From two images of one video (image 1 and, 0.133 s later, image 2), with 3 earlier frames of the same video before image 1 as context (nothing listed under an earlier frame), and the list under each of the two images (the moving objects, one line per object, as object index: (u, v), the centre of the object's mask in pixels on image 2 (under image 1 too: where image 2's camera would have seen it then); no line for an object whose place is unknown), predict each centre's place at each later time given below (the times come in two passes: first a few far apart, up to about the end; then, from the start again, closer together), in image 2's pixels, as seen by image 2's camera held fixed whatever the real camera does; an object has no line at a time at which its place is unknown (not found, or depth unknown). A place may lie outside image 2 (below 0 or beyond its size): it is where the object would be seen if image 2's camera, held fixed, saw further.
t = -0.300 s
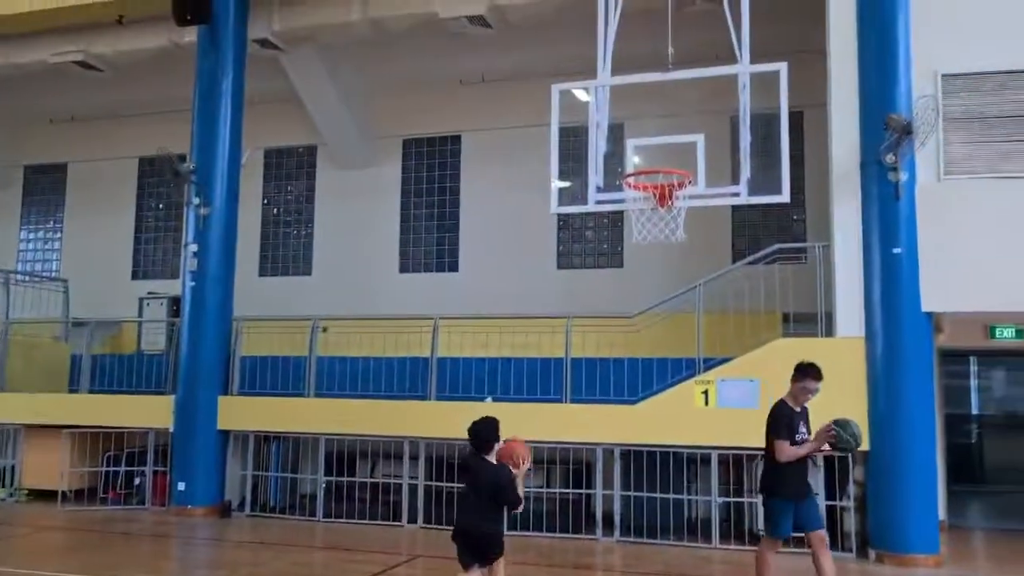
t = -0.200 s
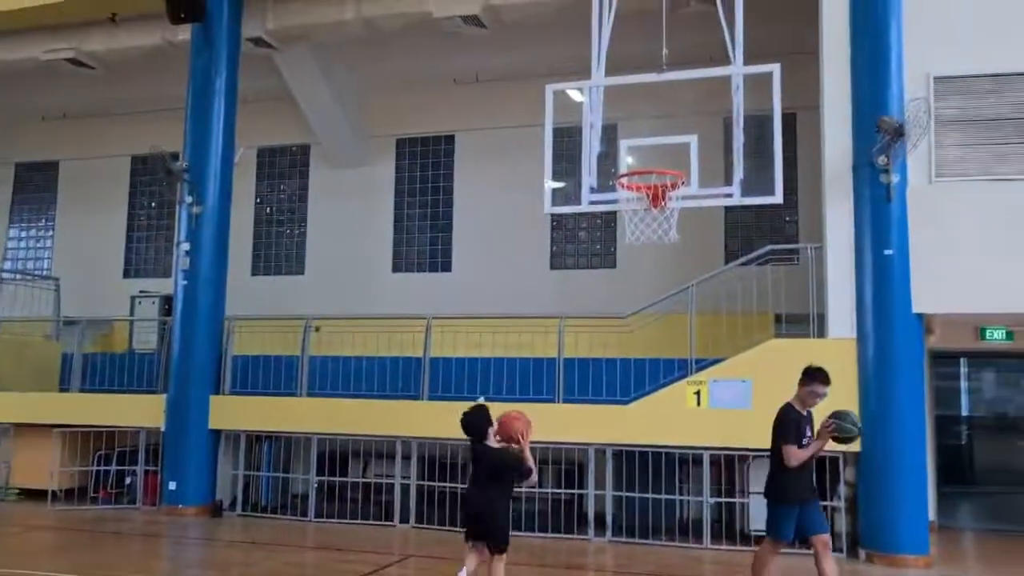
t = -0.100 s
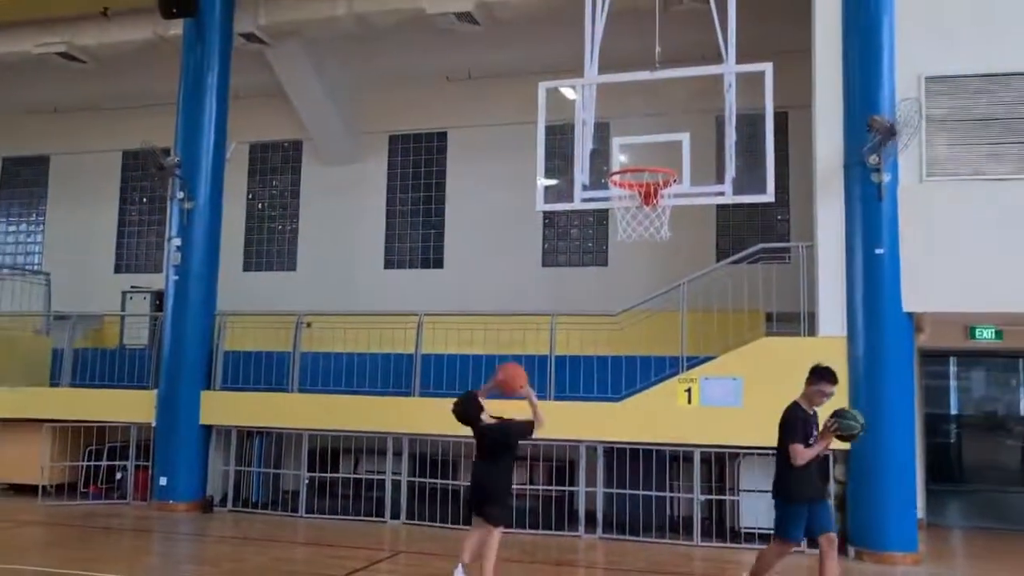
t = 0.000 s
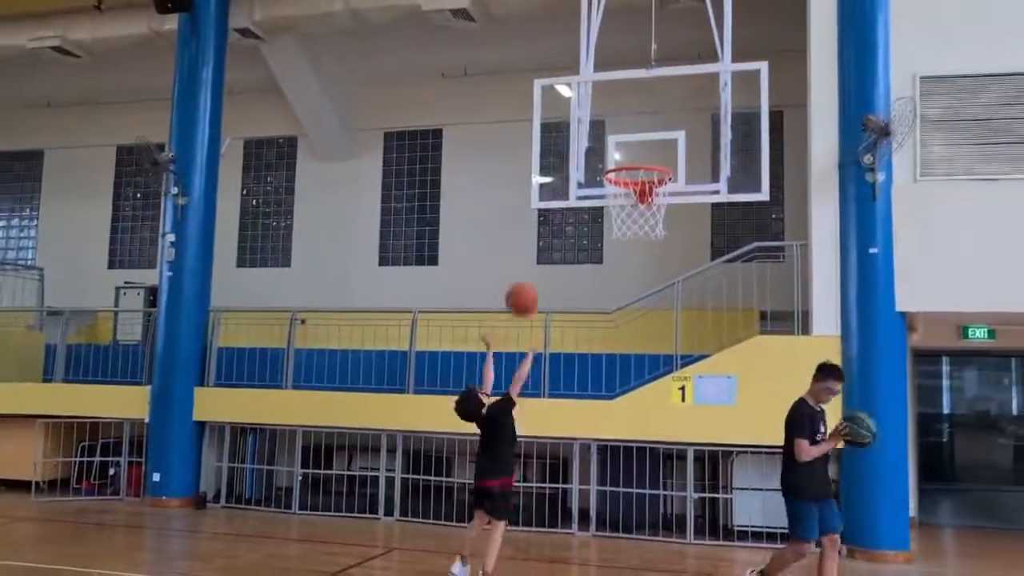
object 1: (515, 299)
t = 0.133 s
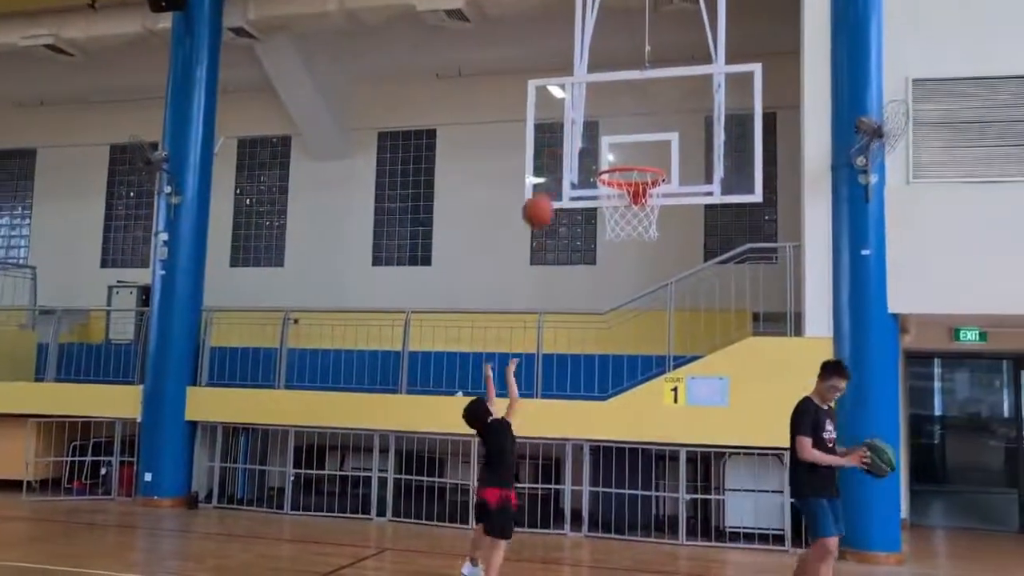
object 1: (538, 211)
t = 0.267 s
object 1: (558, 151)
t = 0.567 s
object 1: (599, 110)
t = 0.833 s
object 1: (611, 157)
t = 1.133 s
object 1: (655, 242)
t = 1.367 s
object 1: (687, 370)
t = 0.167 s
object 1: (543, 193)
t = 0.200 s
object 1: (549, 176)
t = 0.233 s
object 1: (553, 163)
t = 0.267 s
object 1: (558, 151)
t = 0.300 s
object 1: (564, 141)
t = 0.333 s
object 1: (570, 131)
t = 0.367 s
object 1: (573, 124)
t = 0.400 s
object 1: (577, 118)
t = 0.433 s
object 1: (582, 114)
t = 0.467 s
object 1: (587, 111)
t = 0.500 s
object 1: (592, 109)
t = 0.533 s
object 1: (596, 109)
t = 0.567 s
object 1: (599, 110)
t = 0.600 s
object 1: (603, 112)
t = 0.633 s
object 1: (606, 115)
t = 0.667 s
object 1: (607, 117)
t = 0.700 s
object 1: (608, 122)
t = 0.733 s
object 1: (609, 129)
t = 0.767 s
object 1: (610, 137)
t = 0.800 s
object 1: (612, 147)
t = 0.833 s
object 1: (611, 157)
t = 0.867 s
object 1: (610, 164)
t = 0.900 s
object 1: (616, 175)
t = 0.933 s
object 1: (624, 183)
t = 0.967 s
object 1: (631, 190)
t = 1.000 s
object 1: (636, 198)
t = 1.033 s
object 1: (641, 210)
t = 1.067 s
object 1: (647, 222)
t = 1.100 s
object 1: (652, 233)
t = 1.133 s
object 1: (655, 242)
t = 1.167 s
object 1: (659, 255)
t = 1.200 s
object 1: (664, 270)
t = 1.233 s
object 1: (668, 287)
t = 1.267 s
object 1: (673, 305)
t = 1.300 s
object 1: (678, 325)
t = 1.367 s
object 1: (687, 370)
